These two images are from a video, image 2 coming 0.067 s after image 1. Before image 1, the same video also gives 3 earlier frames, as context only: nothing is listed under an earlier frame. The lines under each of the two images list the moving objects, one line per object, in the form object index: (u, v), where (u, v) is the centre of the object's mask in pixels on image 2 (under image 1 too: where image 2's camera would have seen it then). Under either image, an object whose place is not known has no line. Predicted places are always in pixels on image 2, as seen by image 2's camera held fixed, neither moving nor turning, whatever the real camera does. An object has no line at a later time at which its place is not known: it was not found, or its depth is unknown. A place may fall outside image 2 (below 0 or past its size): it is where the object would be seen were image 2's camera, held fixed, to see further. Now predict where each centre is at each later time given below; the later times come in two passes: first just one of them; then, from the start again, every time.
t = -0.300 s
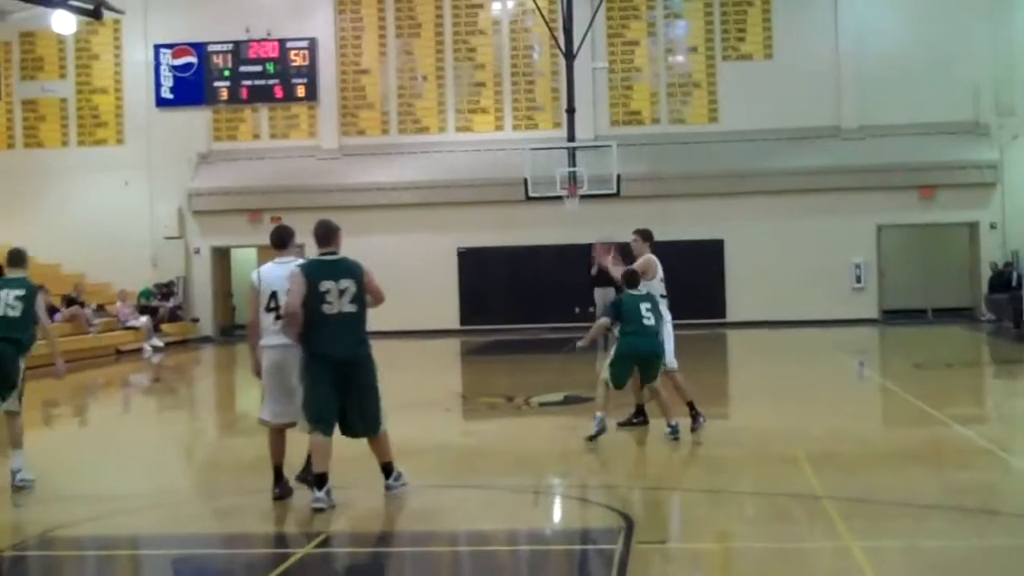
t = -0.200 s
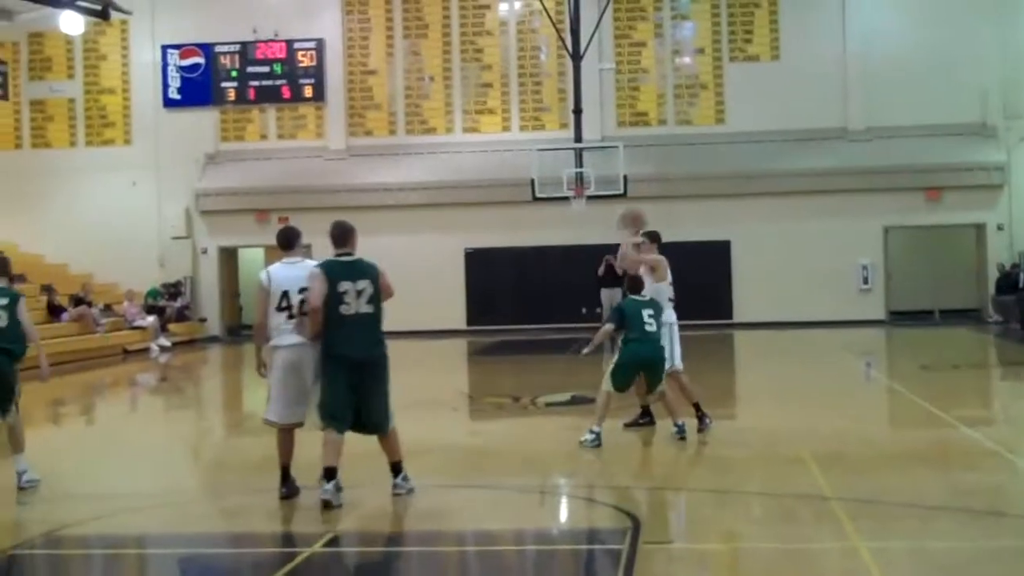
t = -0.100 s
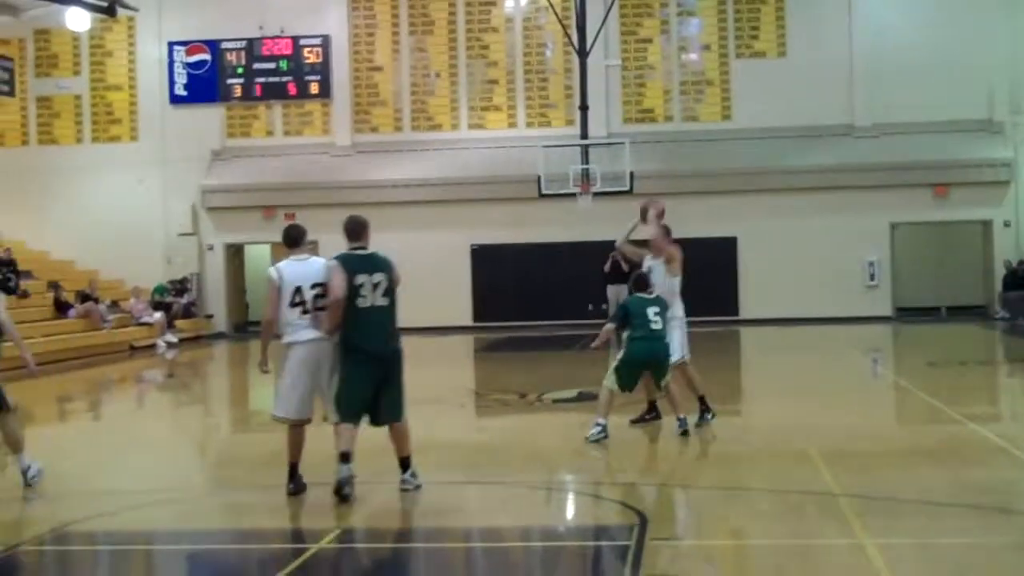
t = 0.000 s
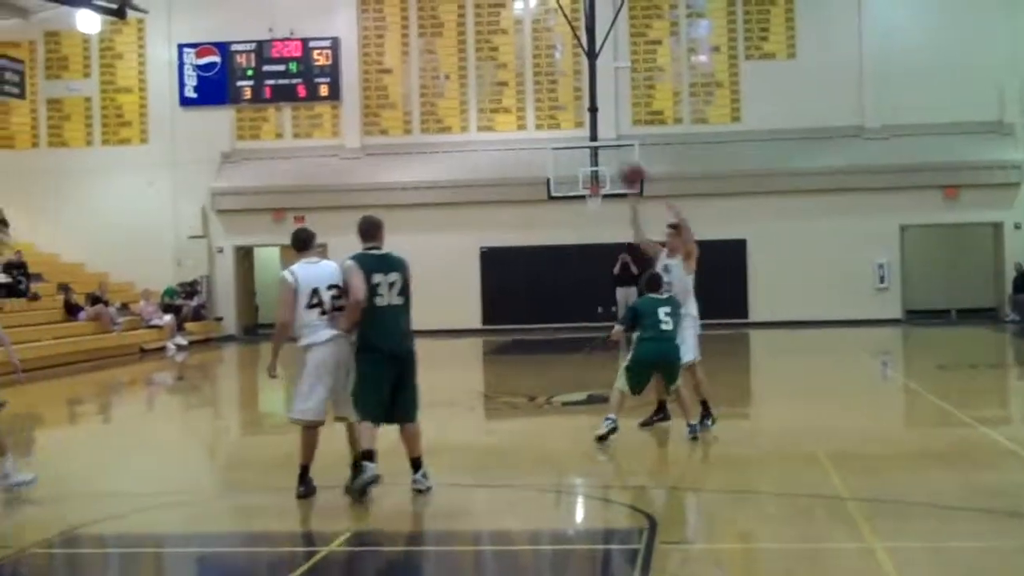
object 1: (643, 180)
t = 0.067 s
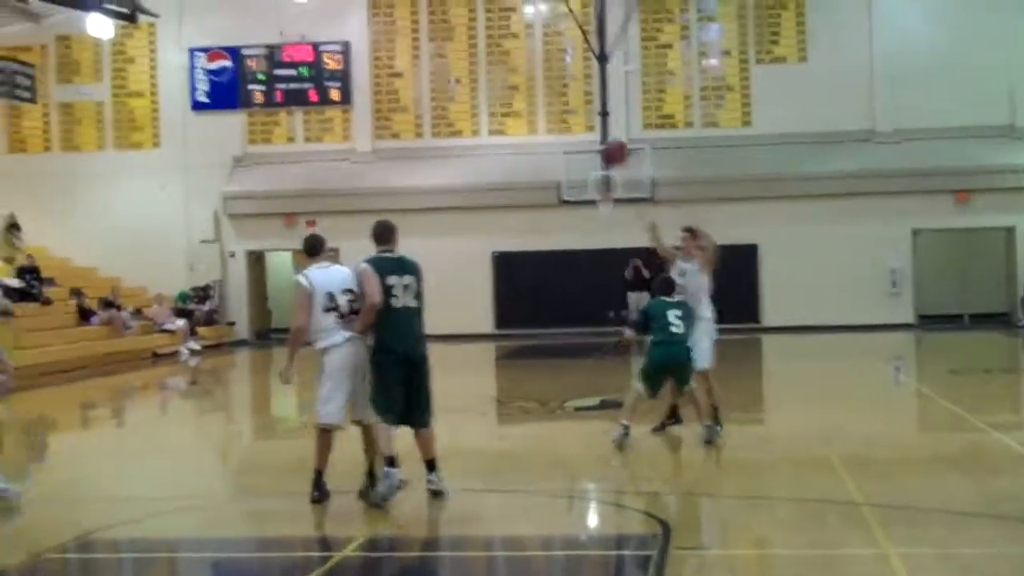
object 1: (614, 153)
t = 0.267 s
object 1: (520, 89)
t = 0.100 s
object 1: (600, 141)
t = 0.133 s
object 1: (583, 127)
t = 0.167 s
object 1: (568, 117)
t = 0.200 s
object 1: (551, 106)
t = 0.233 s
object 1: (533, 97)
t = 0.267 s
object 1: (520, 89)
